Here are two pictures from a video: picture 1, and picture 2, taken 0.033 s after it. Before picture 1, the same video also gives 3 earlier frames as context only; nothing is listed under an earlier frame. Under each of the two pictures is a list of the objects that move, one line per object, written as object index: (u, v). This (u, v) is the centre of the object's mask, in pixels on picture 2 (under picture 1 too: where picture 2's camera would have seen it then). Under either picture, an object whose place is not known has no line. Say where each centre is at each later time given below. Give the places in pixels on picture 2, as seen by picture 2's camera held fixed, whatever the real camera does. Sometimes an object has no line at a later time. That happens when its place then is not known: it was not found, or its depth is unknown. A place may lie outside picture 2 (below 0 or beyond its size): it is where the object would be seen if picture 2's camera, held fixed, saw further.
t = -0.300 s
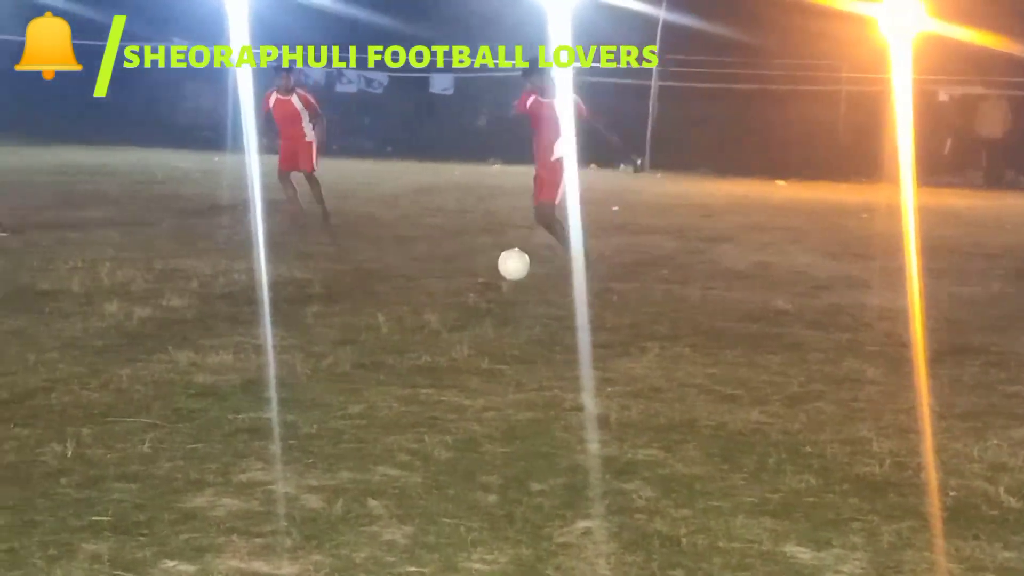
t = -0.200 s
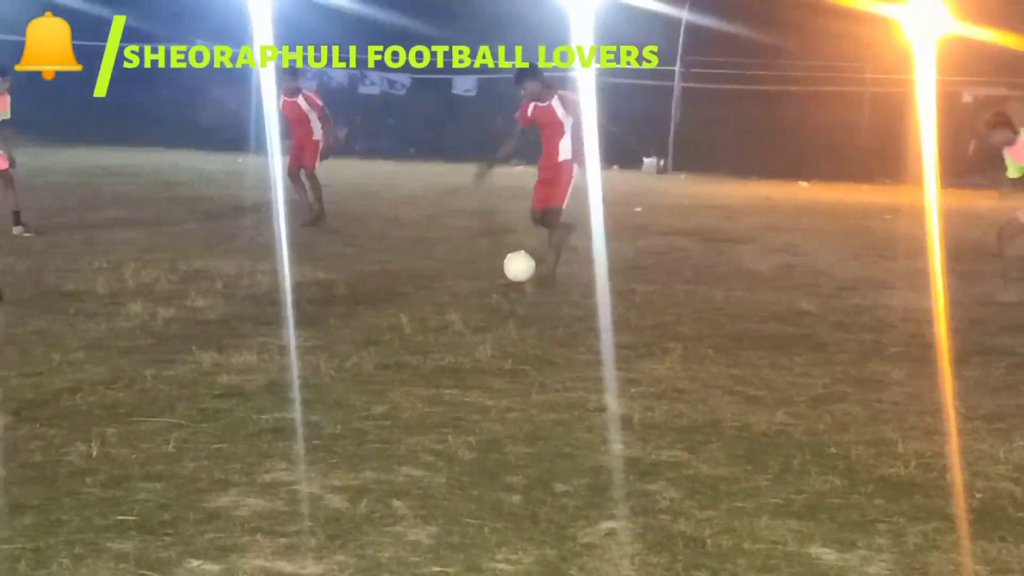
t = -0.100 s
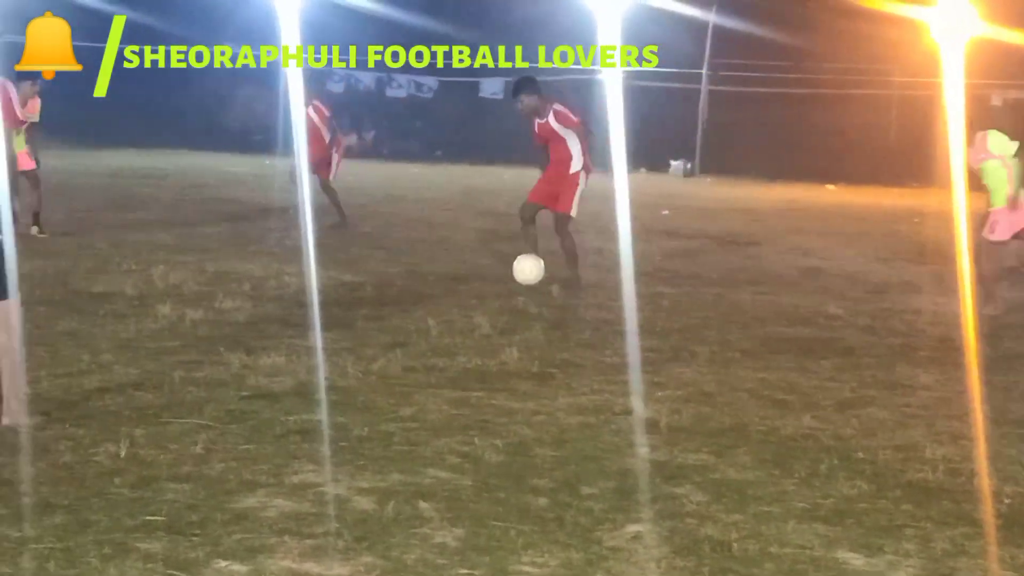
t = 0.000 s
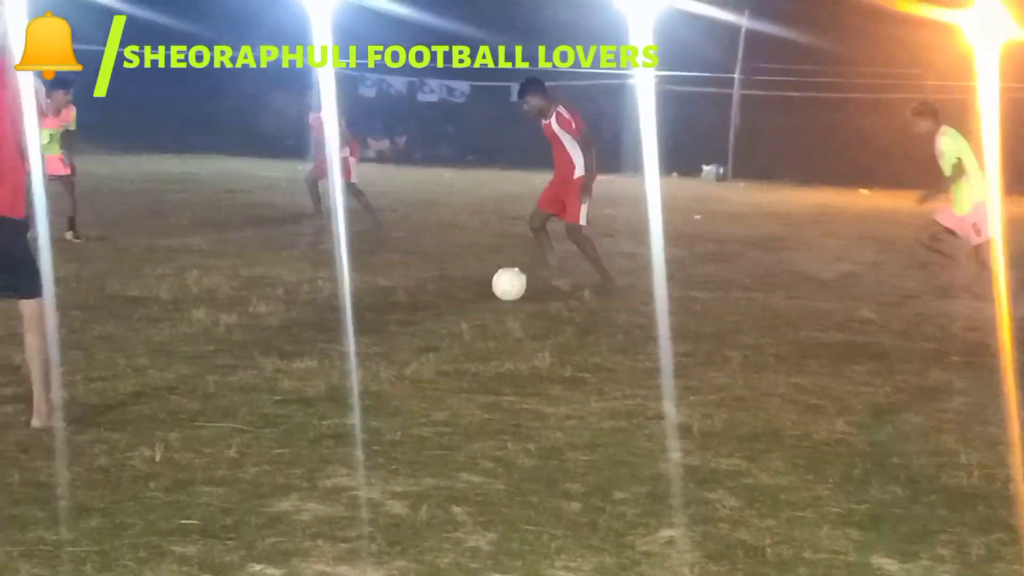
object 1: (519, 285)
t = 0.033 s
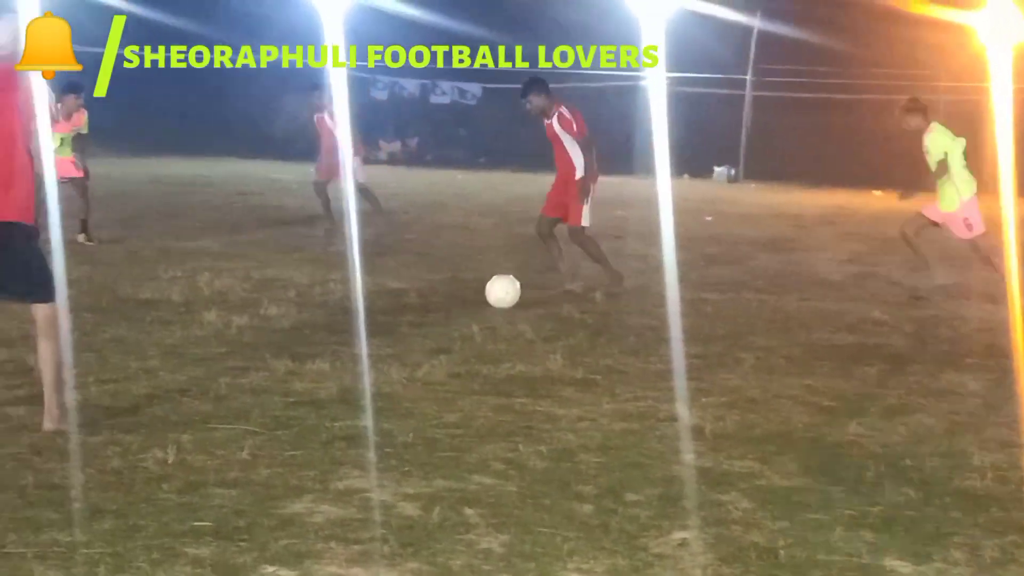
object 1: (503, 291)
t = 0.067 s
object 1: (484, 299)
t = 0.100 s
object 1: (466, 305)
